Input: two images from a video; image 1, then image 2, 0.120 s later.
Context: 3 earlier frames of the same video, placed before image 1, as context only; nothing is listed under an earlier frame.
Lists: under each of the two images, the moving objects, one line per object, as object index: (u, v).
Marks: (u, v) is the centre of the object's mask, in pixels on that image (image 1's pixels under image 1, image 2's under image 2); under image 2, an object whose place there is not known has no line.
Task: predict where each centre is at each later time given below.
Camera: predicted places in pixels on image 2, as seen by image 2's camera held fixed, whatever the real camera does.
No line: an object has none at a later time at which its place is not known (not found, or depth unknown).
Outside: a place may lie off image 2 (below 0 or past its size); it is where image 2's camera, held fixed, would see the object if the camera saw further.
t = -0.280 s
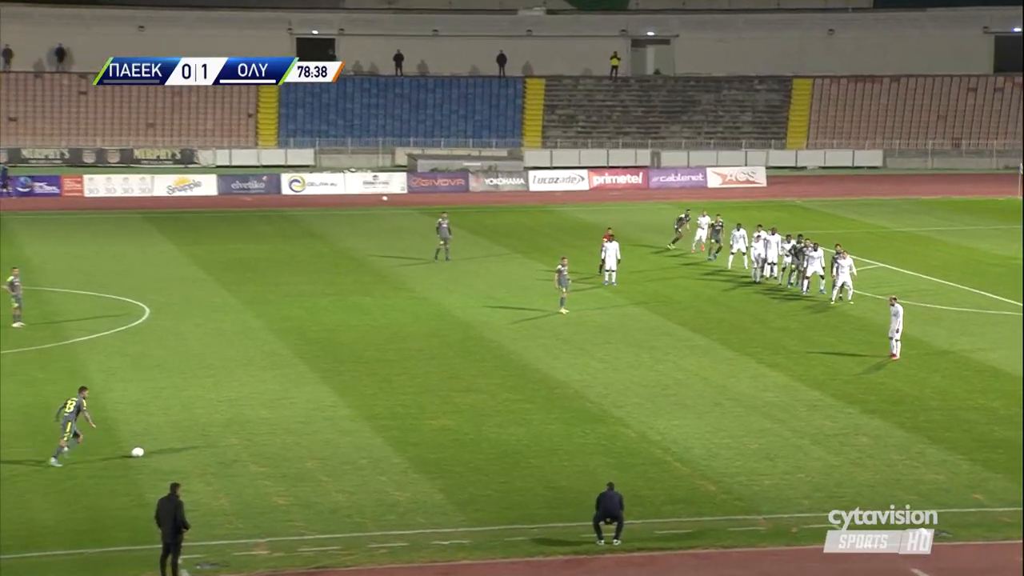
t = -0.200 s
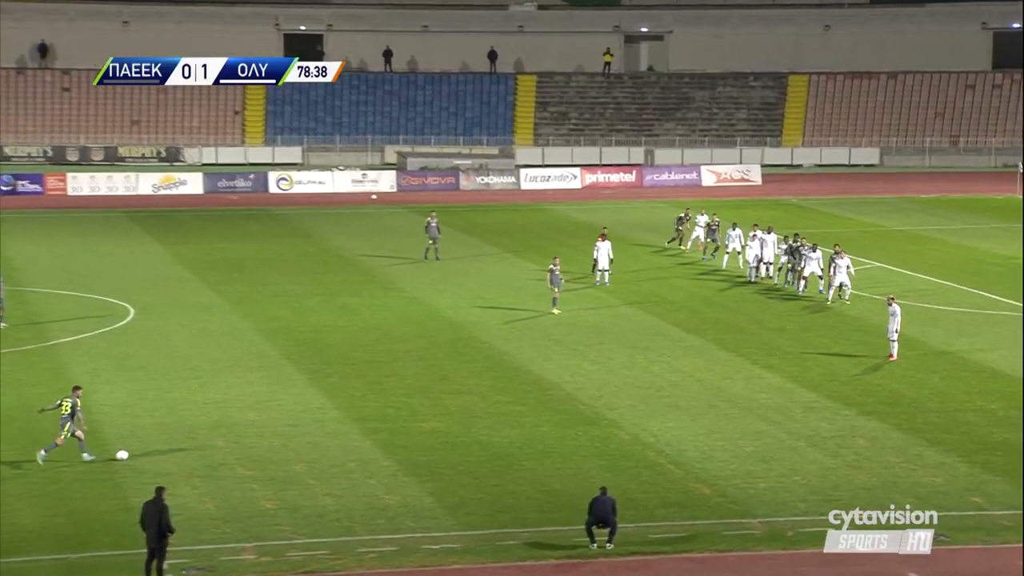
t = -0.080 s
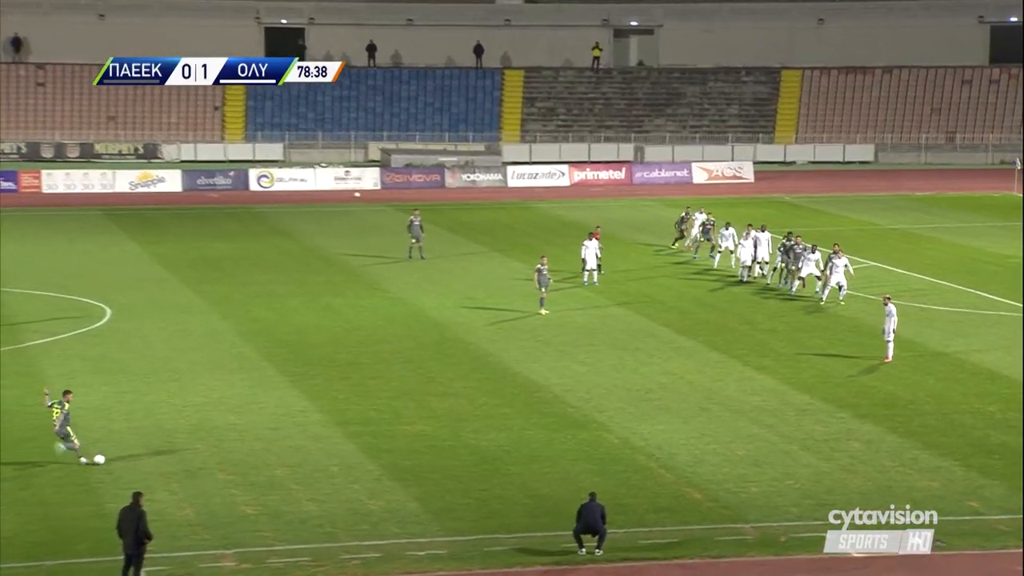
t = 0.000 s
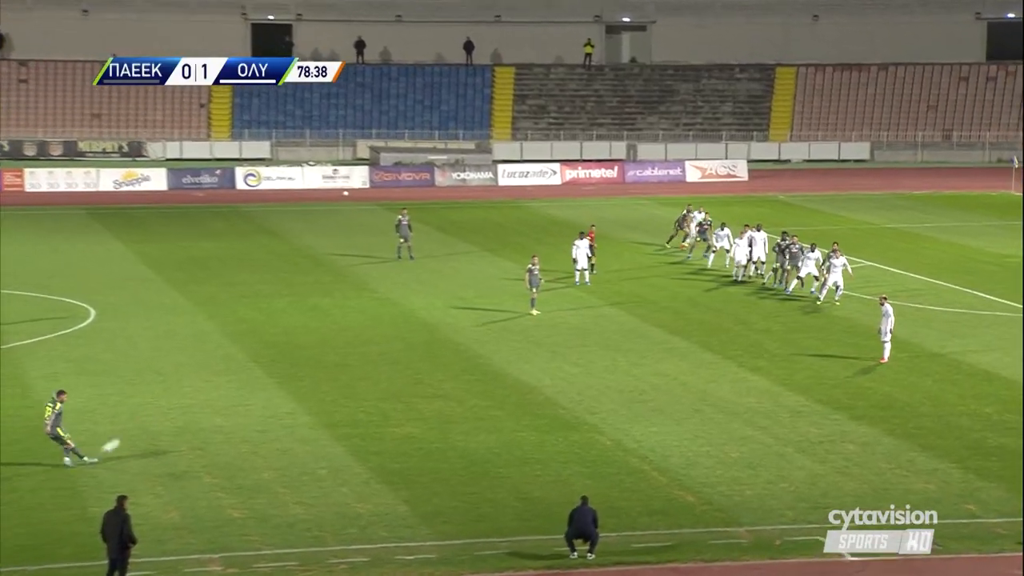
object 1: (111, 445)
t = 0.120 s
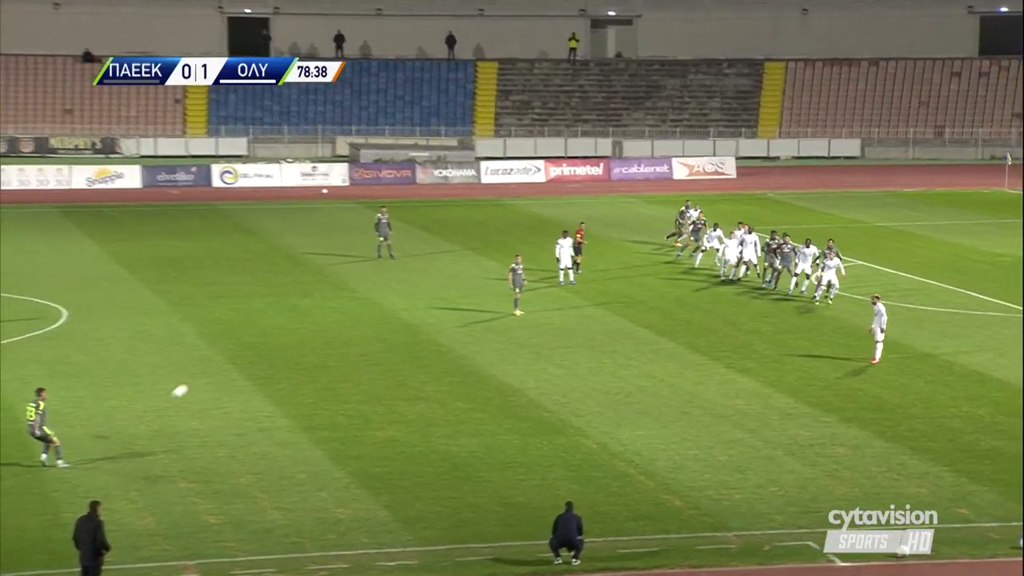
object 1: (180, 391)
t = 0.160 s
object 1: (208, 374)
